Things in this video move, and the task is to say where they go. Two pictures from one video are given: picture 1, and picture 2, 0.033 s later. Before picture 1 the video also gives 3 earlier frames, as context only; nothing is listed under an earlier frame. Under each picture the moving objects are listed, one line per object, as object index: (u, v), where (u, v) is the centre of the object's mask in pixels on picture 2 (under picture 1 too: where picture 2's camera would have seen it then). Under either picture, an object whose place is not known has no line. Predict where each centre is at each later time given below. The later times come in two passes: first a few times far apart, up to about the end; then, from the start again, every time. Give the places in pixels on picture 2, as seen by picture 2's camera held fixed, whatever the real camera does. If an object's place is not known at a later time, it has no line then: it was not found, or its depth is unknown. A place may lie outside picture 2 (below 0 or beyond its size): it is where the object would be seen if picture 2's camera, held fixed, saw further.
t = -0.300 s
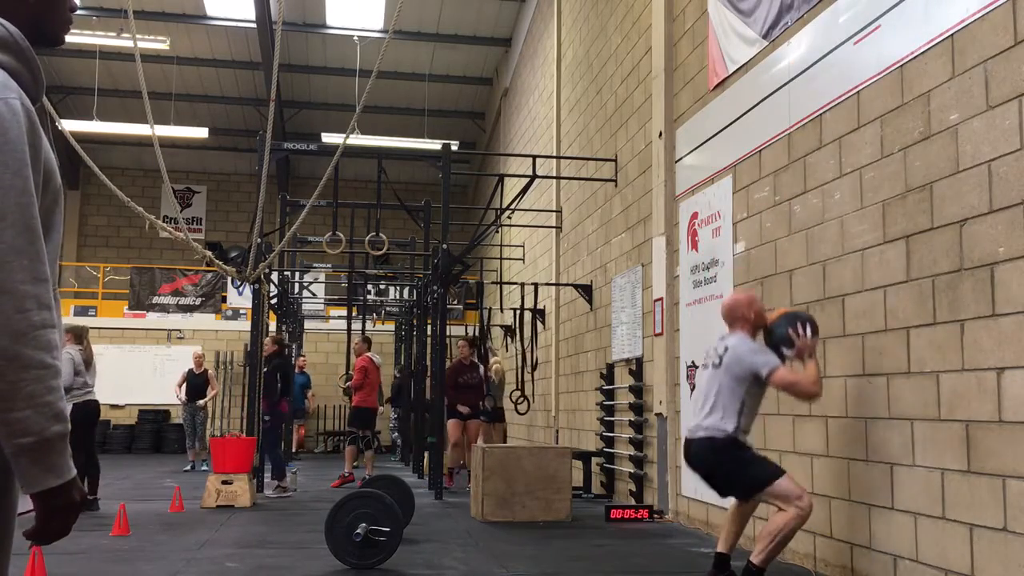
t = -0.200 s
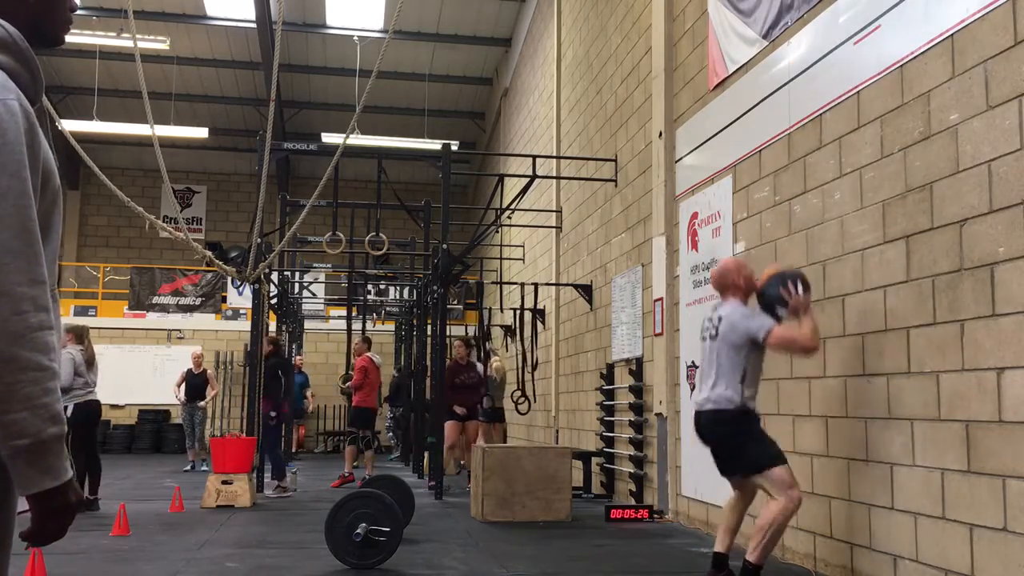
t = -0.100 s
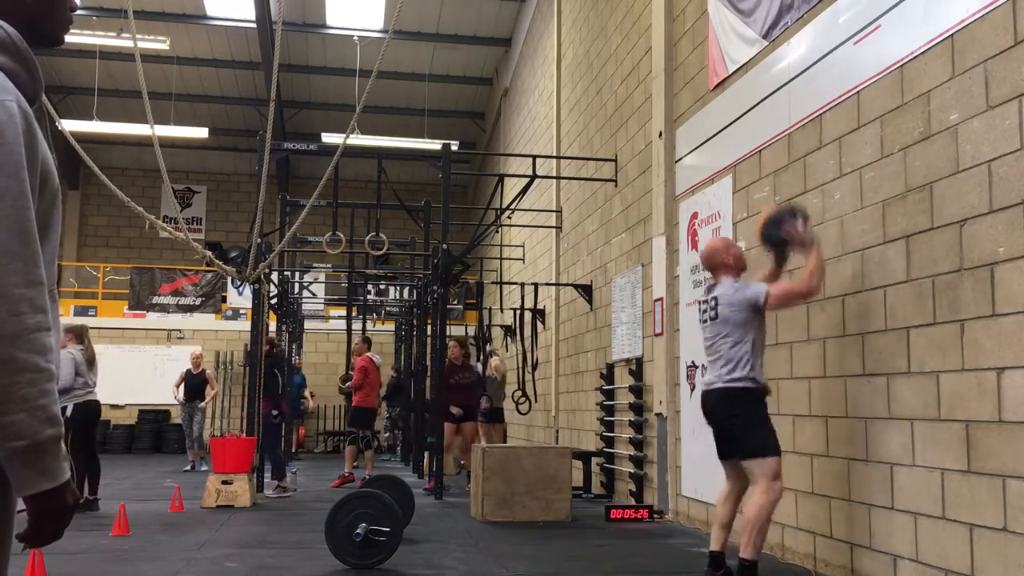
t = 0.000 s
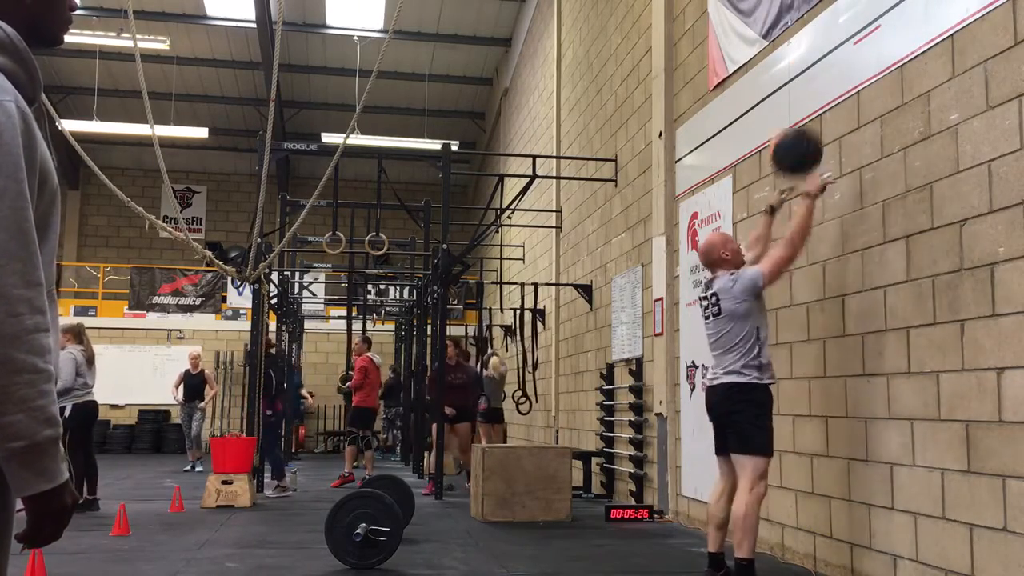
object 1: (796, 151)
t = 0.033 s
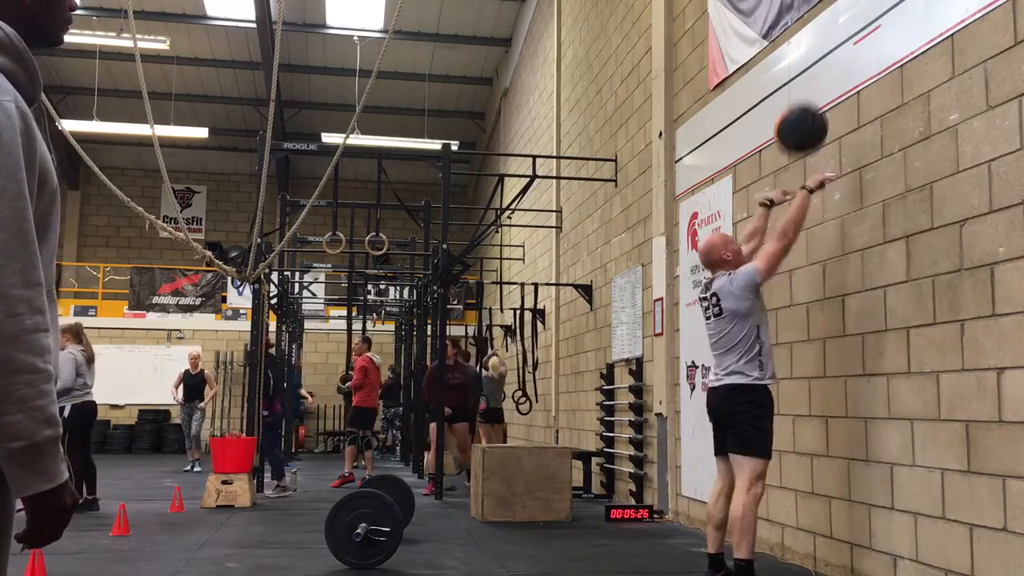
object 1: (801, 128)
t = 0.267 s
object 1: (836, 26)
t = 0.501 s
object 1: (829, 29)
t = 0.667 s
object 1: (811, 92)
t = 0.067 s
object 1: (806, 108)
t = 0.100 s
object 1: (811, 89)
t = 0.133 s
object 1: (816, 73)
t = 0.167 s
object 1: (820, 58)
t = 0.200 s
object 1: (825, 46)
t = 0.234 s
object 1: (831, 35)
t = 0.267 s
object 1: (836, 26)
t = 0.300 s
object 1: (841, 21)
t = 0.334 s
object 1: (845, 19)
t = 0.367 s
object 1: (843, 18)
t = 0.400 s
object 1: (839, 19)
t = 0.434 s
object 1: (835, 20)
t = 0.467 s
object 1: (832, 23)
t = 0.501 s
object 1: (829, 29)
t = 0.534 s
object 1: (825, 38)
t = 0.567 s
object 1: (821, 48)
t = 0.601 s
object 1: (818, 61)
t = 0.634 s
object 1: (815, 76)
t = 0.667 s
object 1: (811, 92)
